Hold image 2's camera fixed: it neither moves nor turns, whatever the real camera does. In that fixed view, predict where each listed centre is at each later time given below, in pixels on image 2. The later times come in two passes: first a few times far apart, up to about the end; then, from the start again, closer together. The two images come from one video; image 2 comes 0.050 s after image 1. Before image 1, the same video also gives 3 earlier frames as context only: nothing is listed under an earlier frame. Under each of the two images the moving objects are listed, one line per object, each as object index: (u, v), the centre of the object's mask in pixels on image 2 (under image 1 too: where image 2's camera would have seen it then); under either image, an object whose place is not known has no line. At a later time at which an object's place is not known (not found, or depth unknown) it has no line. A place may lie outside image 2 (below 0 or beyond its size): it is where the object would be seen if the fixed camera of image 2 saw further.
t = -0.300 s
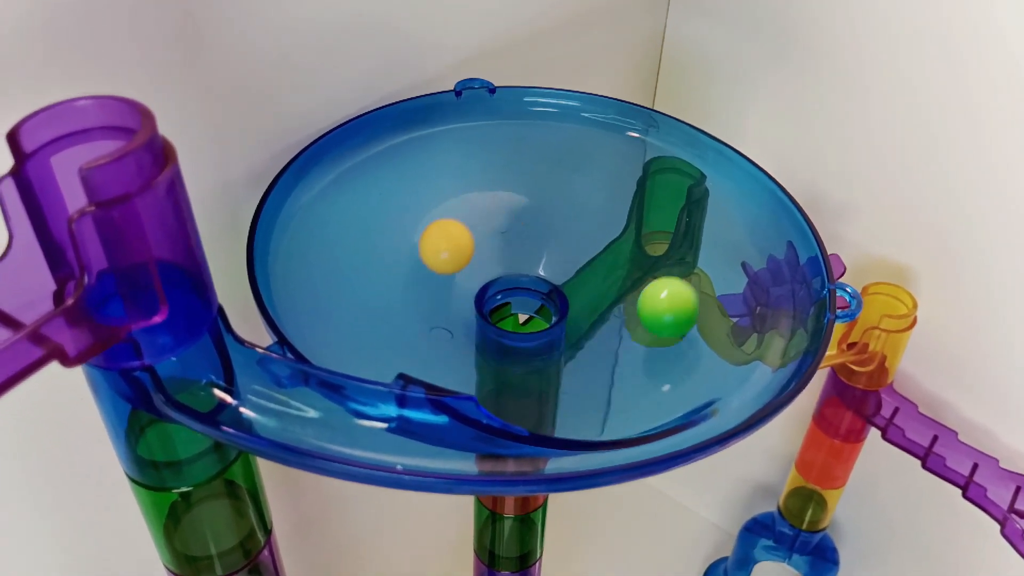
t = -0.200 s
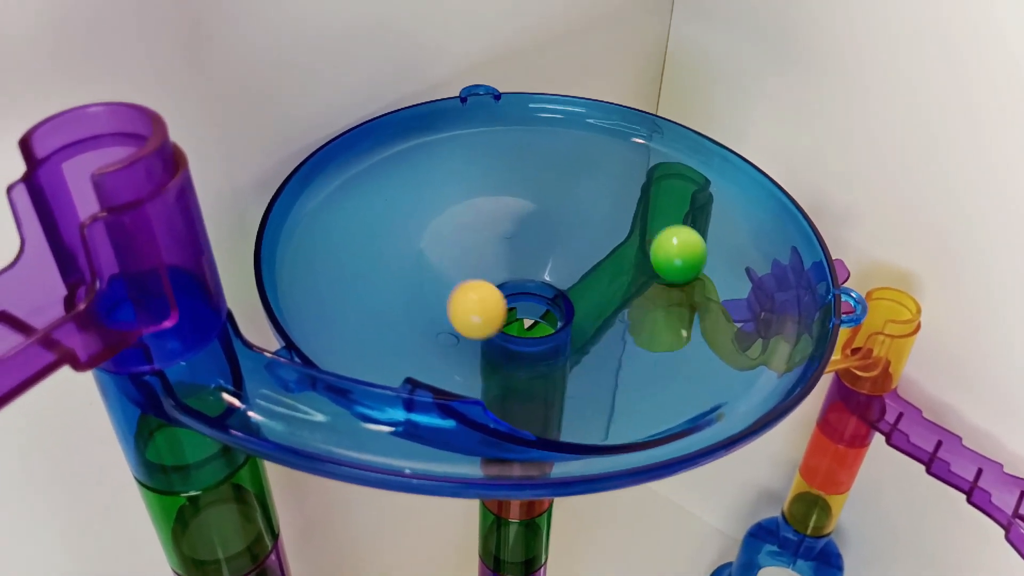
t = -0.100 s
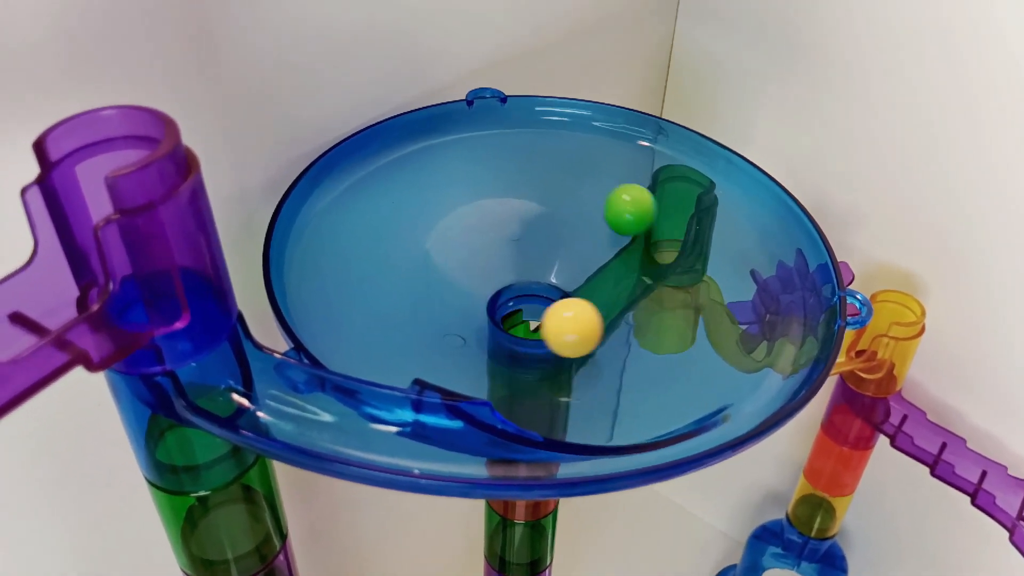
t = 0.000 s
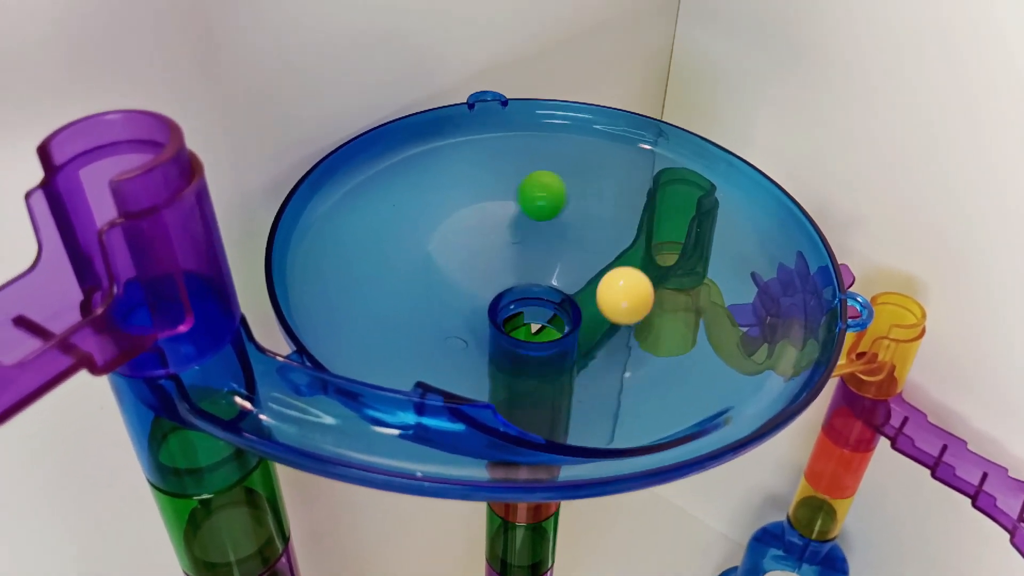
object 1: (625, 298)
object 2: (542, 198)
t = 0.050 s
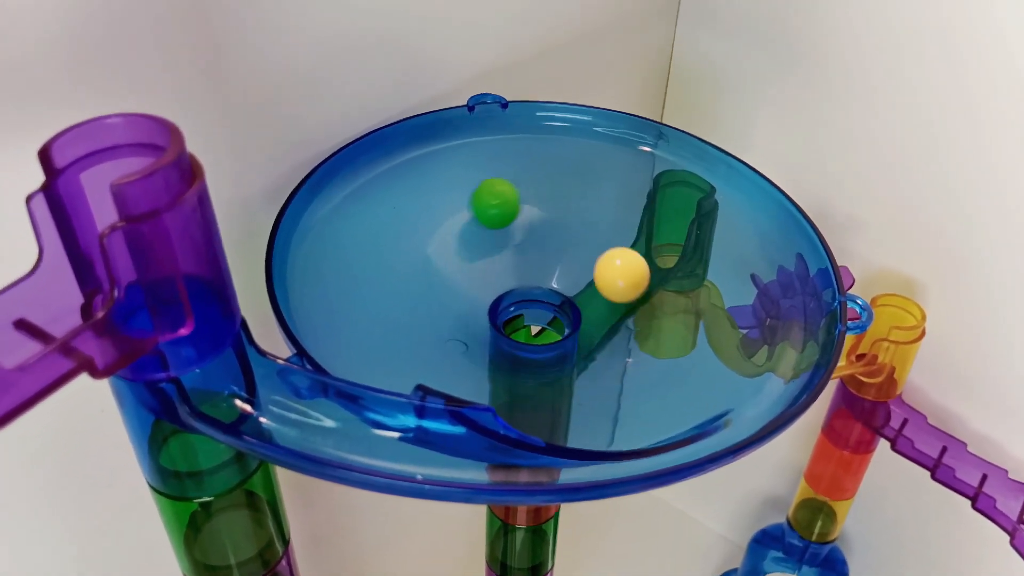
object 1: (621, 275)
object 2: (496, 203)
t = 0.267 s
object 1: (475, 261)
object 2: (429, 318)
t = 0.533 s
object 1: (584, 321)
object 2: (654, 320)
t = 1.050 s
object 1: (574, 329)
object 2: (440, 308)
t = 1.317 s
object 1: (510, 253)
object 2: (653, 305)
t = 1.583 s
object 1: (567, 321)
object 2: (512, 219)
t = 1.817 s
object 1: (531, 251)
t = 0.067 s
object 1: (616, 268)
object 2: (481, 207)
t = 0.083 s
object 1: (608, 261)
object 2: (467, 213)
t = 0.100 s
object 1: (599, 255)
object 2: (455, 220)
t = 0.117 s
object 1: (589, 250)
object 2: (443, 227)
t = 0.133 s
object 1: (577, 247)
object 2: (434, 235)
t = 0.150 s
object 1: (563, 244)
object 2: (426, 244)
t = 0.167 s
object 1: (549, 243)
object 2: (419, 254)
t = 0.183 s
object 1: (535, 243)
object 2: (415, 265)
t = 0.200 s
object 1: (522, 244)
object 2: (414, 276)
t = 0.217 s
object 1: (508, 247)
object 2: (414, 286)
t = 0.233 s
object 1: (495, 251)
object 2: (417, 297)
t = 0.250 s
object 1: (485, 256)
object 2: (422, 308)
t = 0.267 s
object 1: (475, 261)
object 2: (429, 318)
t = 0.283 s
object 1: (468, 268)
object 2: (439, 328)
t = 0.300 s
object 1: (463, 276)
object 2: (450, 336)
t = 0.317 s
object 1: (461, 284)
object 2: (463, 344)
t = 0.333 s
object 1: (461, 292)
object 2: (478, 351)
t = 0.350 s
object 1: (463, 300)
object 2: (494, 356)
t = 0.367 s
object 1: (468, 308)
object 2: (511, 360)
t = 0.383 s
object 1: (475, 315)
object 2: (527, 362)
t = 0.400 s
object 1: (485, 322)
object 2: (545, 363)
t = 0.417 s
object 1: (496, 327)
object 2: (562, 362)
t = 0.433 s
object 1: (508, 331)
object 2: (579, 360)
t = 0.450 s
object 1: (521, 333)
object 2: (596, 356)
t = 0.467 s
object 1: (535, 334)
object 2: (611, 350)
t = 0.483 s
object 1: (548, 334)
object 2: (624, 344)
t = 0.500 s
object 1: (561, 331)
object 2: (636, 337)
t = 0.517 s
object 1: (574, 327)
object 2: (646, 329)
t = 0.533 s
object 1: (584, 321)
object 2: (654, 320)
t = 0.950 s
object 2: (435, 245)
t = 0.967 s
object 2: (430, 255)
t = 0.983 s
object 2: (427, 265)
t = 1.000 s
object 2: (427, 276)
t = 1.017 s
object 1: (550, 332)
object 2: (428, 287)
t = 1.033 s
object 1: (562, 331)
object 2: (433, 298)
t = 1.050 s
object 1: (574, 329)
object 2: (440, 308)
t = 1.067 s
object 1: (584, 326)
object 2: (449, 318)
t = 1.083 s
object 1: (593, 321)
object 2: (460, 327)
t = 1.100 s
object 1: (599, 316)
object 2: (474, 336)
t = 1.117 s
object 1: (604, 310)
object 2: (489, 343)
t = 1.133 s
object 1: (606, 303)
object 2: (505, 347)
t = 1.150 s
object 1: (606, 296)
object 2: (521, 350)
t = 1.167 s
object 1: (604, 288)
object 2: (539, 352)
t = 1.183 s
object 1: (599, 281)
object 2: (557, 353)
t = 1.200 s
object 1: (592, 274)
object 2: (573, 351)
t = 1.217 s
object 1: (583, 267)
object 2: (589, 348)
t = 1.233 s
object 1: (573, 261)
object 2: (604, 343)
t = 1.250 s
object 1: (561, 257)
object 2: (617, 338)
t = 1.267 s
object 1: (548, 254)
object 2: (630, 330)
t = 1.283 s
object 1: (535, 252)
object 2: (640, 323)
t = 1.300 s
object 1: (522, 252)
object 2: (647, 314)
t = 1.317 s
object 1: (510, 253)
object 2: (653, 305)
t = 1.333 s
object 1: (499, 255)
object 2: (656, 296)
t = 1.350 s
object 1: (489, 259)
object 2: (658, 287)
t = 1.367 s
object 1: (481, 263)
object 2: (657, 278)
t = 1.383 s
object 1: (475, 269)
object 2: (654, 269)
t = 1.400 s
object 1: (471, 276)
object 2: (649, 260)
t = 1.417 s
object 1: (470, 283)
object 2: (642, 252)
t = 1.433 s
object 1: (471, 291)
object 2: (634, 244)
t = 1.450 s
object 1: (475, 299)
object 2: (624, 238)
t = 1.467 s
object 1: (481, 306)
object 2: (611, 231)
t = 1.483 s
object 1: (490, 313)
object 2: (599, 226)
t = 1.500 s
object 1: (501, 318)
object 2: (585, 222)
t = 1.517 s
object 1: (513, 323)
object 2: (571, 219)
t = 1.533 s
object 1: (526, 325)
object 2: (556, 217)
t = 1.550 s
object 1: (541, 326)
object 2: (541, 216)
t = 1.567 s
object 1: (555, 324)
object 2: (527, 217)
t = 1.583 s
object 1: (567, 321)
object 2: (512, 219)
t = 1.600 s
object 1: (578, 316)
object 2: (498, 221)
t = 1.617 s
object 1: (587, 309)
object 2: (484, 226)
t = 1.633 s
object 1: (593, 303)
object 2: (472, 231)
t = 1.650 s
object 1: (597, 295)
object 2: (460, 237)
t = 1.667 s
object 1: (599, 287)
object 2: (451, 245)
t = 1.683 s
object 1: (597, 278)
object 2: (444, 253)
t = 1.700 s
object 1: (594, 271)
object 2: (438, 262)
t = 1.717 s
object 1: (589, 265)
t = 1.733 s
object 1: (582, 259)
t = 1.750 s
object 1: (573, 255)
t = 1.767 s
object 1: (563, 251)
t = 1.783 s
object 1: (553, 249)
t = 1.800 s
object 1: (542, 249)
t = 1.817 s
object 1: (531, 251)
